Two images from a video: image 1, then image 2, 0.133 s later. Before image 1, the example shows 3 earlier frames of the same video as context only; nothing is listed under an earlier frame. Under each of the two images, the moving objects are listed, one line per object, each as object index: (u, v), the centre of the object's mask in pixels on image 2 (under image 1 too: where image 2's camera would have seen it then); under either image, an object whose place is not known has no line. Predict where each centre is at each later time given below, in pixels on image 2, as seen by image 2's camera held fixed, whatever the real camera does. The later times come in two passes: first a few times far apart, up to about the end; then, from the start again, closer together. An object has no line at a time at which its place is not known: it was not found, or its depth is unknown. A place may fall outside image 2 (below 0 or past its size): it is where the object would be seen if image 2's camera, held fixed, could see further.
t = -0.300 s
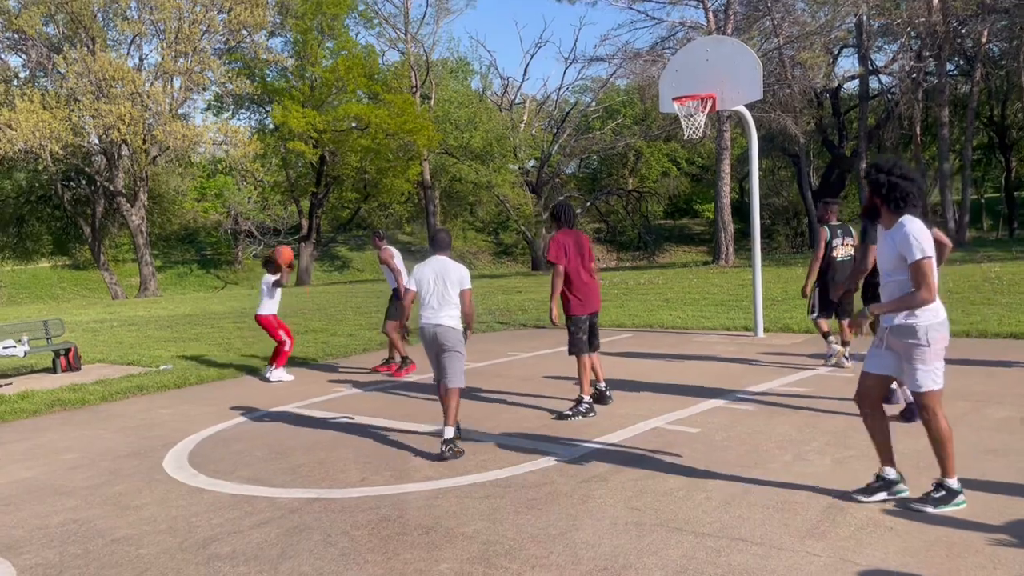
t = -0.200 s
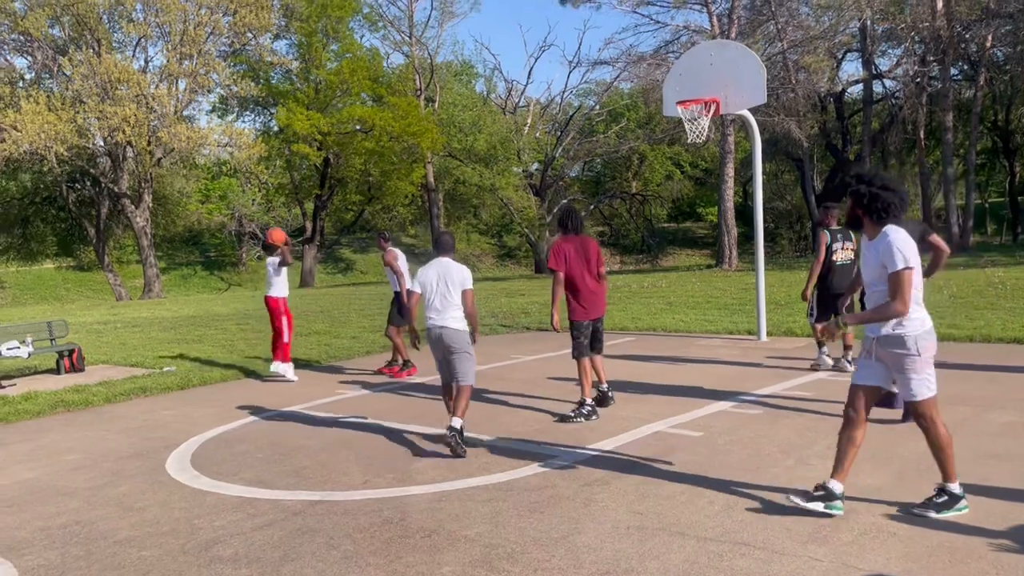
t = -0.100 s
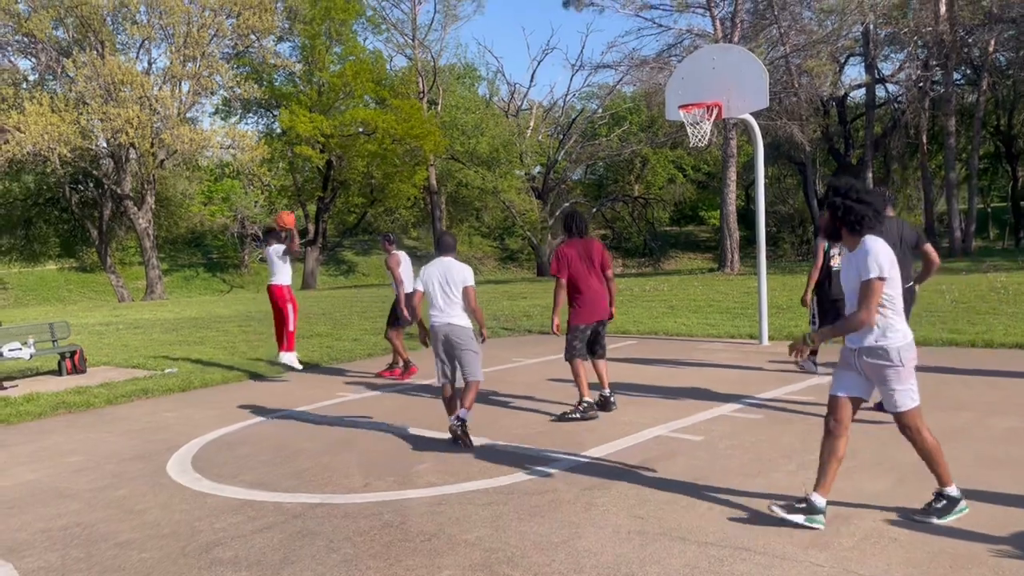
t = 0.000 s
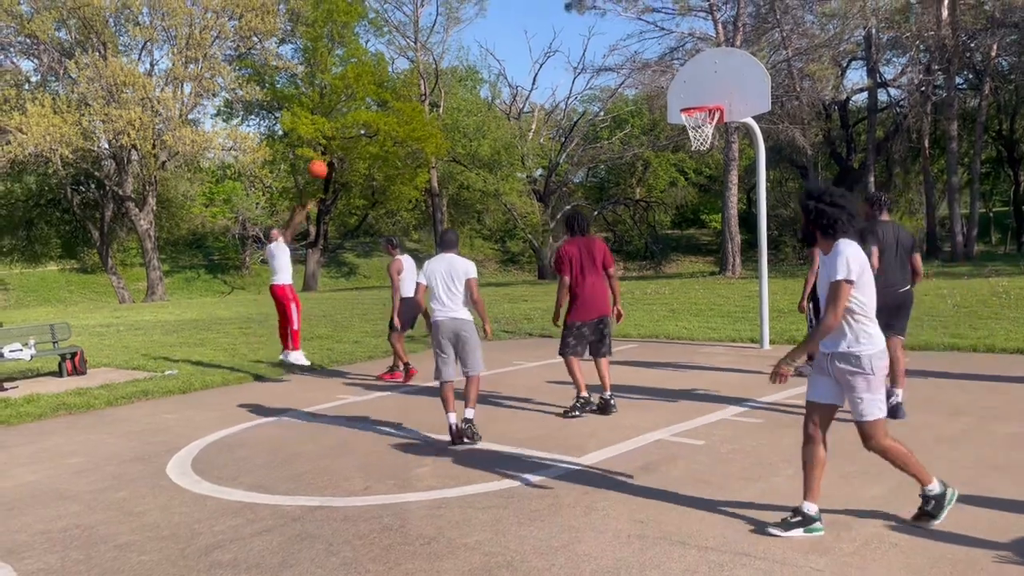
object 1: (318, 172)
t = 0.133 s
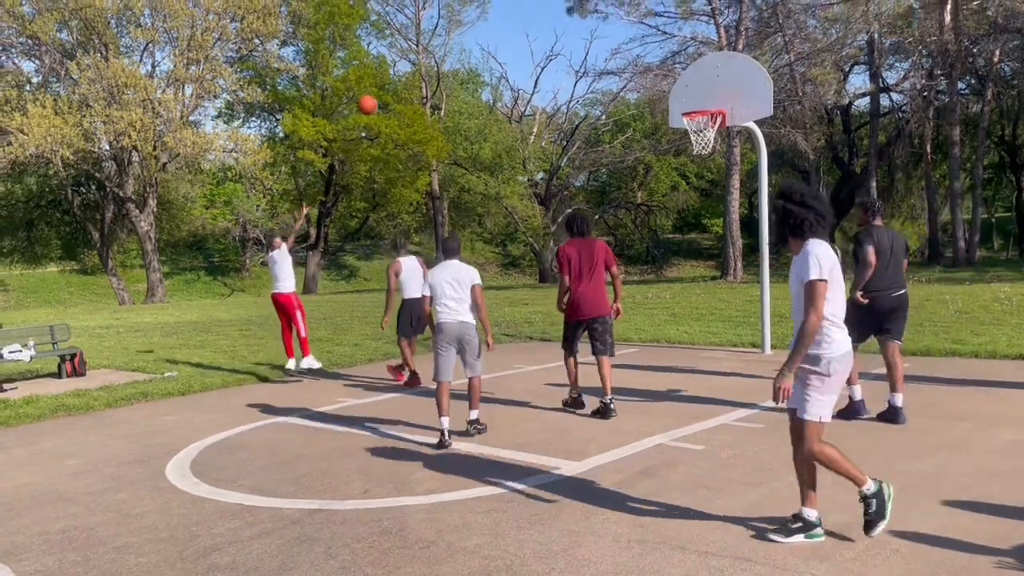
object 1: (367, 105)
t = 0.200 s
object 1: (393, 77)
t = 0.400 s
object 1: (469, 16)
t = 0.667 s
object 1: (576, -9)
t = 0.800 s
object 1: (630, -6)
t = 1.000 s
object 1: (711, 33)
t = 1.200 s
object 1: (778, 97)
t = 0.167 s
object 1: (380, 90)
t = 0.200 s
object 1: (393, 77)
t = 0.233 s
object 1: (405, 64)
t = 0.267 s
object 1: (417, 53)
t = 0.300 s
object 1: (430, 42)
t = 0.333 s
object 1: (443, 32)
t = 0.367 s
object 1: (456, 23)
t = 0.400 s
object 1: (469, 16)
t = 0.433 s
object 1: (482, 8)
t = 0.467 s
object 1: (496, 2)
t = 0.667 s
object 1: (576, -9)
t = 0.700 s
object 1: (590, -9)
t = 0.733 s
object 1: (603, -9)
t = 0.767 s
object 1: (616, -8)
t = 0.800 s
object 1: (630, -6)
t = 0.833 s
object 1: (643, -3)
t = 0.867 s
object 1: (657, 3)
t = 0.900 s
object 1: (670, 9)
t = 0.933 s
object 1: (684, 16)
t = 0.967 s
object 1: (697, 25)
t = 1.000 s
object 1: (711, 33)
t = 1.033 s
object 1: (724, 43)
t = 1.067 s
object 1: (737, 54)
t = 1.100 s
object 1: (751, 66)
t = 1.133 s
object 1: (764, 78)
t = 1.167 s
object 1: (773, 89)
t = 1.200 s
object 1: (778, 97)
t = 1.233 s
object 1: (783, 108)
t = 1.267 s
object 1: (790, 119)
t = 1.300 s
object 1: (795, 131)
